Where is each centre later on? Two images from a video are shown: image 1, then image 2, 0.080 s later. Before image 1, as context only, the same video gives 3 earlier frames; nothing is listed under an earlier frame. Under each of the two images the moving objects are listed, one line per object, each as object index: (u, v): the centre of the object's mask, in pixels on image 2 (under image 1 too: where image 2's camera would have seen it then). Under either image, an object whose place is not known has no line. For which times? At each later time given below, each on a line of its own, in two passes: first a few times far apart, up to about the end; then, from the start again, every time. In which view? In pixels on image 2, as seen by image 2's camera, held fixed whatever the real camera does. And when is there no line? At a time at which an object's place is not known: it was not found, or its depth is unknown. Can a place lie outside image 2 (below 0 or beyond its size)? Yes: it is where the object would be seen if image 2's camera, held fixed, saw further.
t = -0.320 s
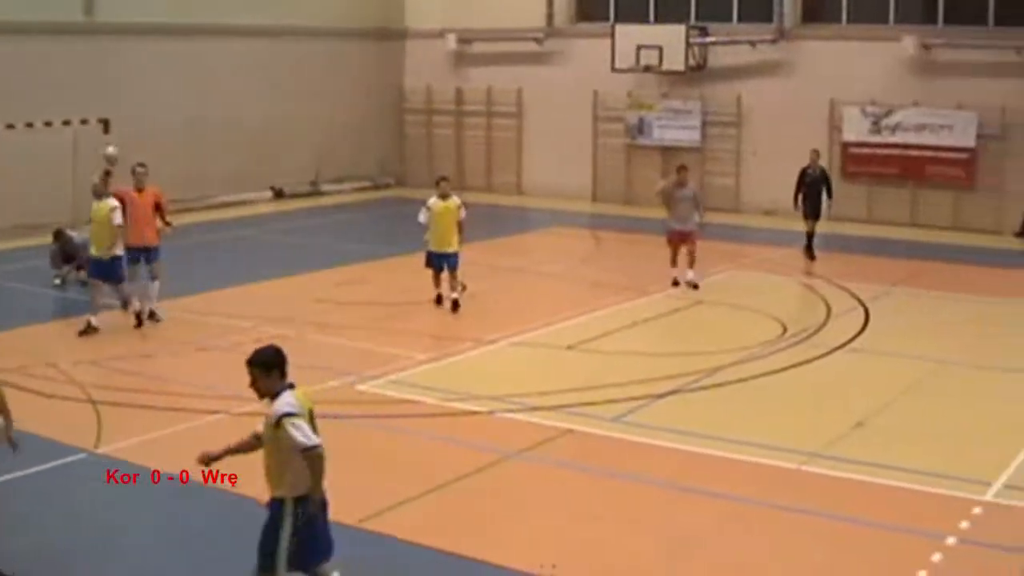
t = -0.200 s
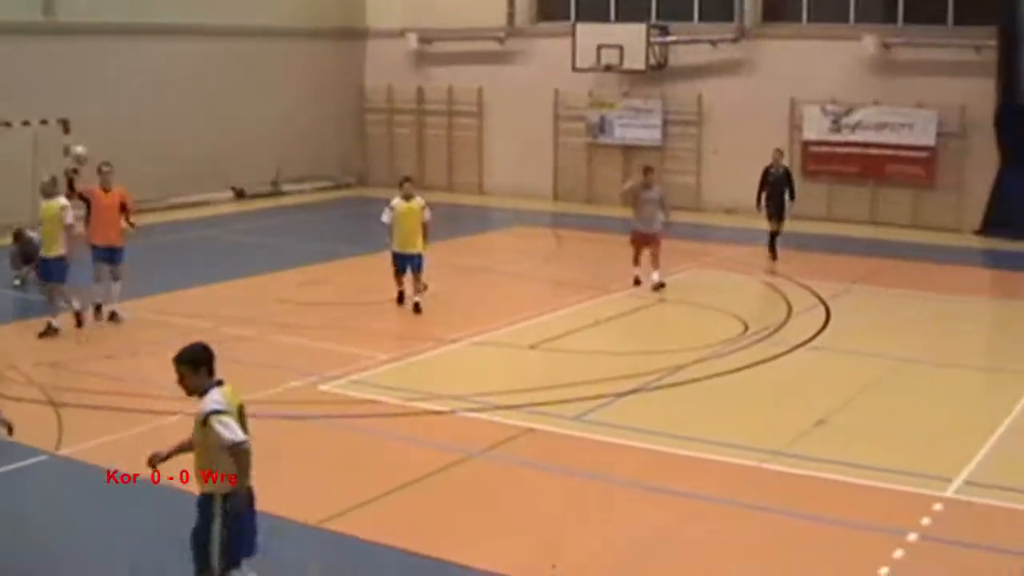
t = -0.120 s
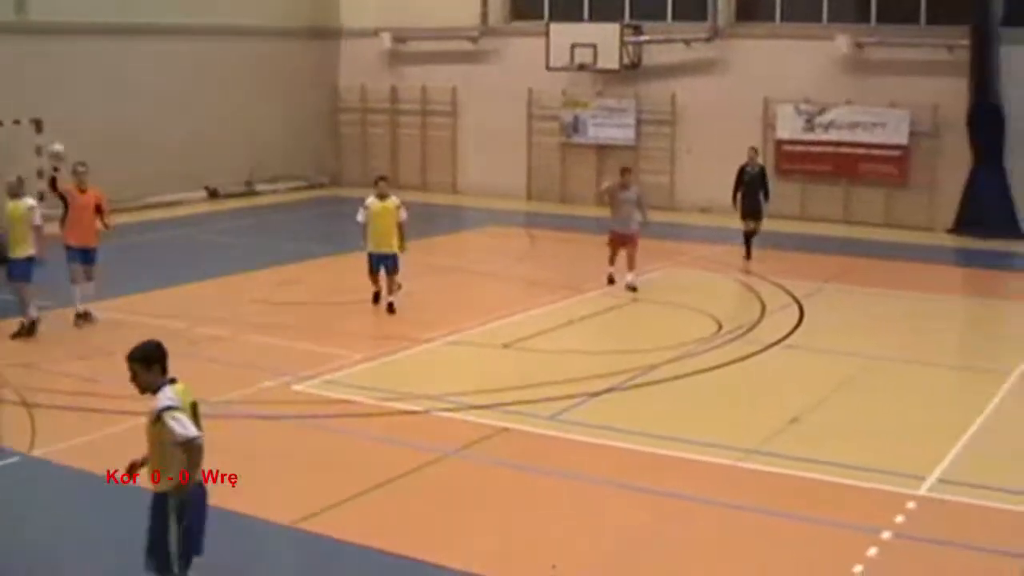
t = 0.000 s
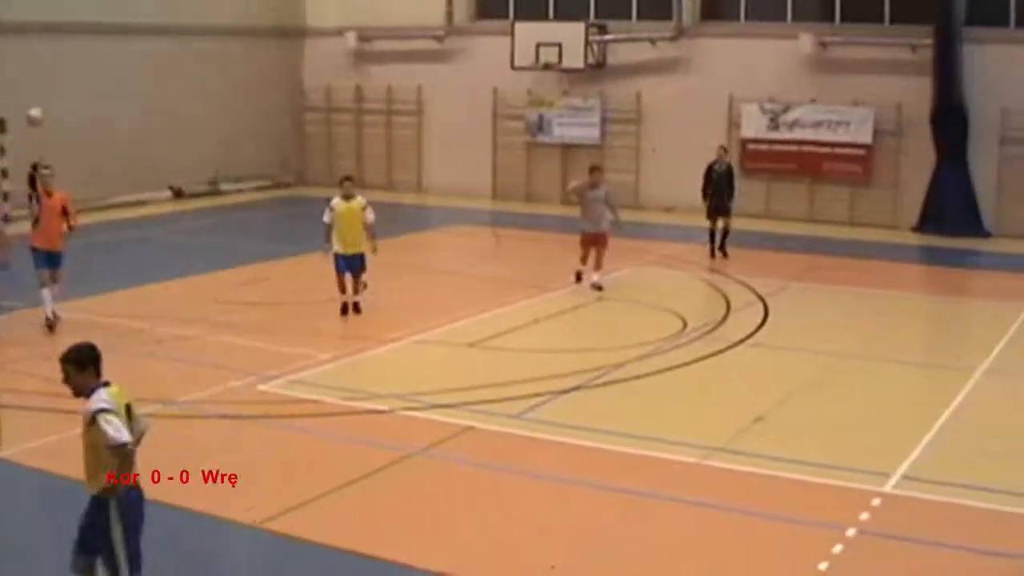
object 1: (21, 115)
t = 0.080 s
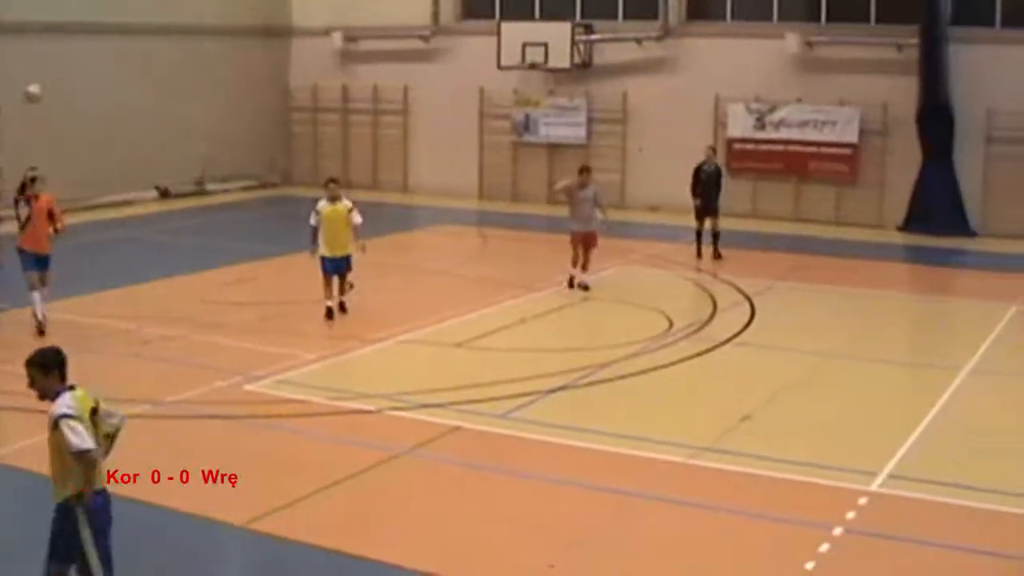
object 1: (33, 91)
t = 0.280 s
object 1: (69, 51)
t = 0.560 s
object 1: (129, 58)
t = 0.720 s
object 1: (172, 105)
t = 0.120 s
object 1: (39, 80)
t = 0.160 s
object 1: (47, 71)
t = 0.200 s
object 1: (54, 63)
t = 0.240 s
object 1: (61, 57)
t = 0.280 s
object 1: (69, 51)
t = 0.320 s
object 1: (77, 48)
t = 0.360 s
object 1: (85, 45)
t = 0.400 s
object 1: (93, 45)
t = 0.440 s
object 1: (101, 45)
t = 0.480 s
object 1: (111, 48)
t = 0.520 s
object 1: (121, 53)
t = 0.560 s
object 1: (129, 58)
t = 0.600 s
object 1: (140, 67)
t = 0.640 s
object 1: (150, 78)
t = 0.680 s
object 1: (161, 90)
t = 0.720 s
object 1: (172, 105)
